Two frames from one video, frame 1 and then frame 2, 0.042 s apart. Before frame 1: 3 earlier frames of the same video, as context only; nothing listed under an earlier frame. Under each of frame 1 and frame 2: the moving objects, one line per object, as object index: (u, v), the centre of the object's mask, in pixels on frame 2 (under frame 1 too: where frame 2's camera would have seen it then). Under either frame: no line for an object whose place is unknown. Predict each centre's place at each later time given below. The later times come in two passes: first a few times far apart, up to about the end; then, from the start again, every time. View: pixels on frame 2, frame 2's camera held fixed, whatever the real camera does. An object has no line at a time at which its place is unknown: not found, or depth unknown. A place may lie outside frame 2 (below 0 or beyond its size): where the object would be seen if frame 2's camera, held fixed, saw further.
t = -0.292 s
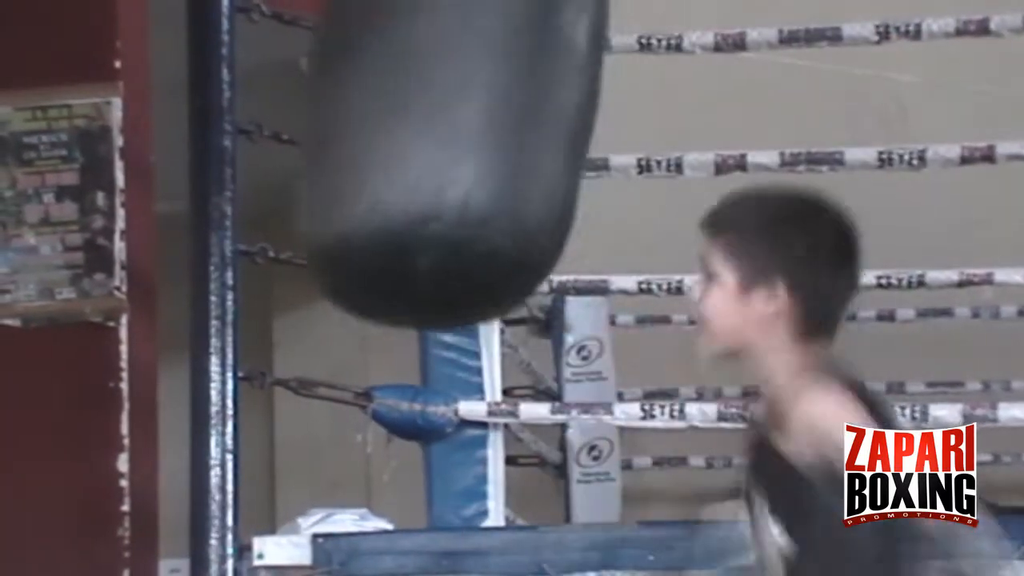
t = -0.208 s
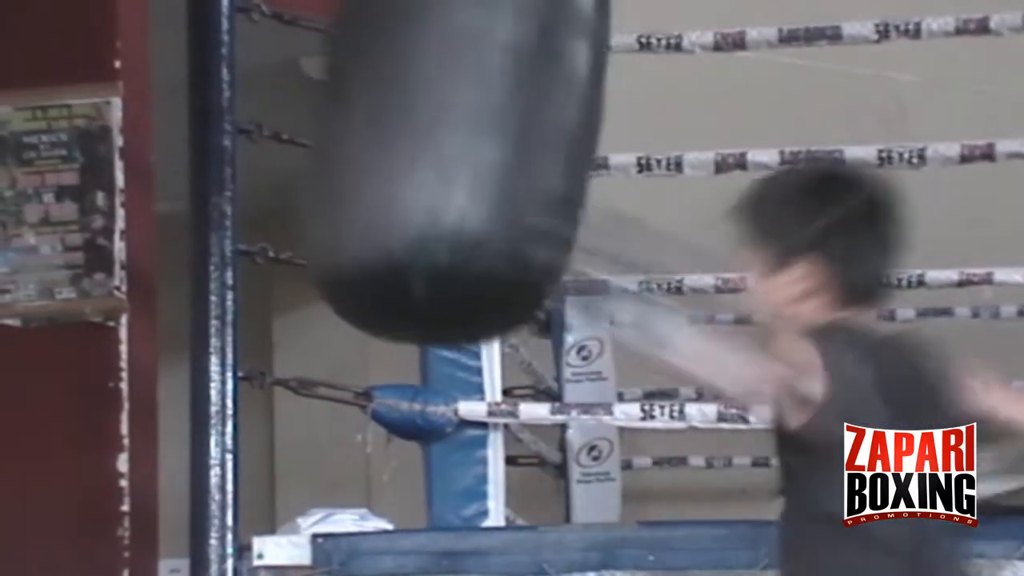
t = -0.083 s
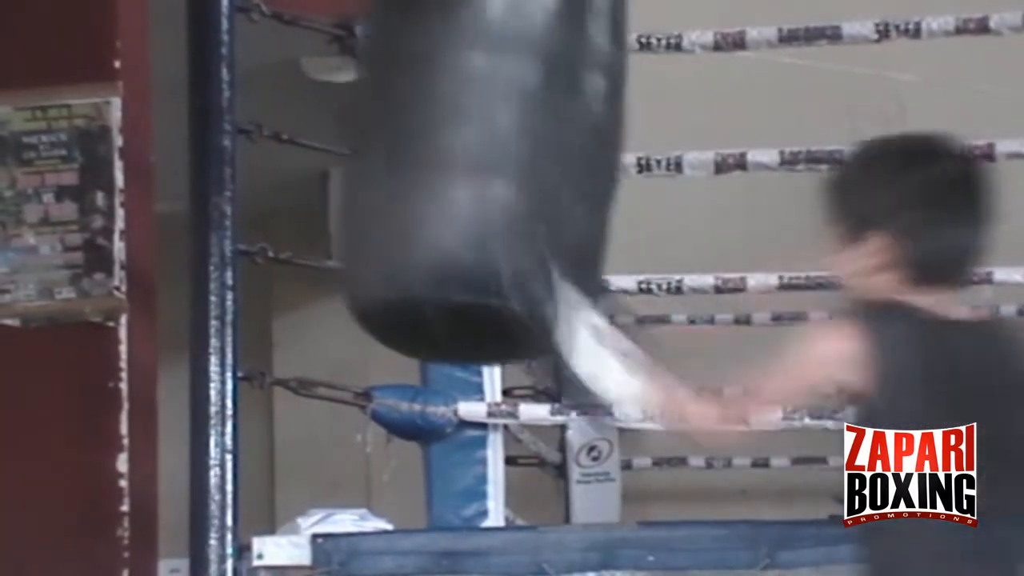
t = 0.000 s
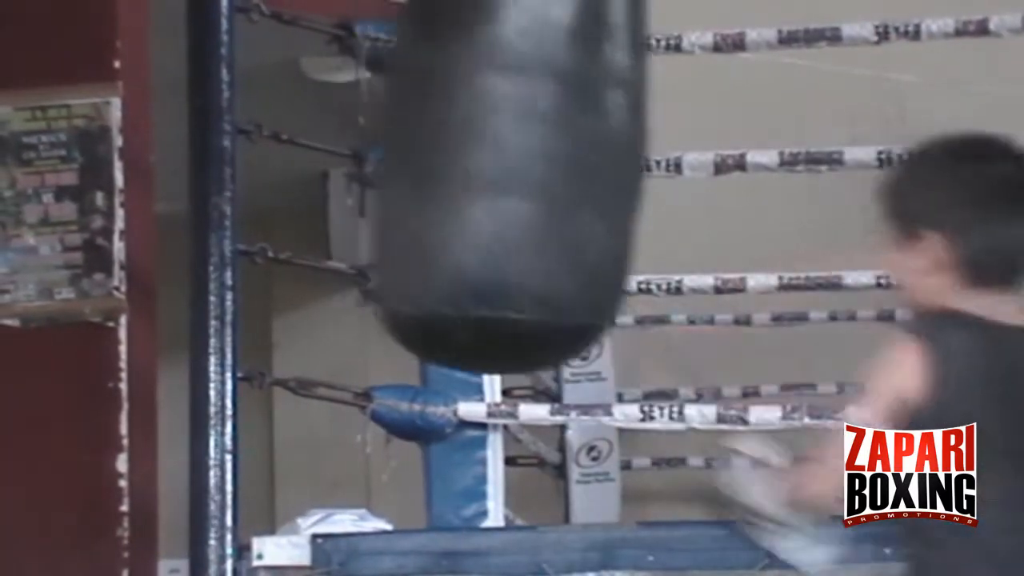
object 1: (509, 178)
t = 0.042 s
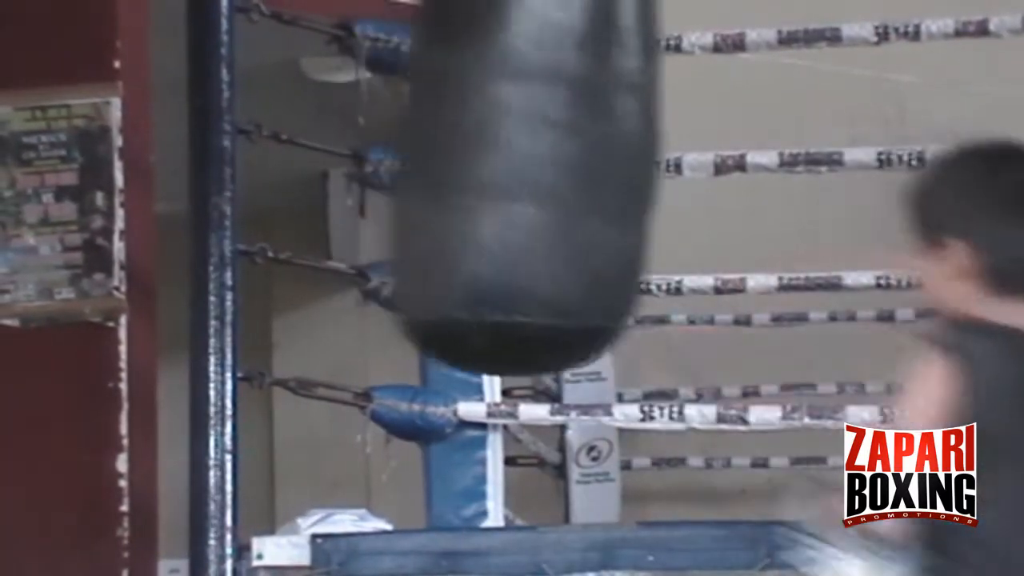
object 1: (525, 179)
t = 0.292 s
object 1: (639, 176)
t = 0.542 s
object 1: (758, 170)
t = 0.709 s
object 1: (824, 167)
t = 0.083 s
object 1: (541, 181)
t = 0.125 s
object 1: (560, 180)
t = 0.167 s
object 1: (582, 180)
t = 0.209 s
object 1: (601, 179)
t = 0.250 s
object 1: (619, 178)
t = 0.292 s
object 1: (639, 176)
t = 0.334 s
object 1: (662, 176)
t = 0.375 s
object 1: (681, 175)
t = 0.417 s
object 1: (701, 175)
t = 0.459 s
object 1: (721, 173)
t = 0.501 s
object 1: (740, 172)
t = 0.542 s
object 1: (758, 170)
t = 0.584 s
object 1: (776, 169)
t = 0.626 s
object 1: (793, 167)
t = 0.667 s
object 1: (810, 167)
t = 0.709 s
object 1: (824, 167)
